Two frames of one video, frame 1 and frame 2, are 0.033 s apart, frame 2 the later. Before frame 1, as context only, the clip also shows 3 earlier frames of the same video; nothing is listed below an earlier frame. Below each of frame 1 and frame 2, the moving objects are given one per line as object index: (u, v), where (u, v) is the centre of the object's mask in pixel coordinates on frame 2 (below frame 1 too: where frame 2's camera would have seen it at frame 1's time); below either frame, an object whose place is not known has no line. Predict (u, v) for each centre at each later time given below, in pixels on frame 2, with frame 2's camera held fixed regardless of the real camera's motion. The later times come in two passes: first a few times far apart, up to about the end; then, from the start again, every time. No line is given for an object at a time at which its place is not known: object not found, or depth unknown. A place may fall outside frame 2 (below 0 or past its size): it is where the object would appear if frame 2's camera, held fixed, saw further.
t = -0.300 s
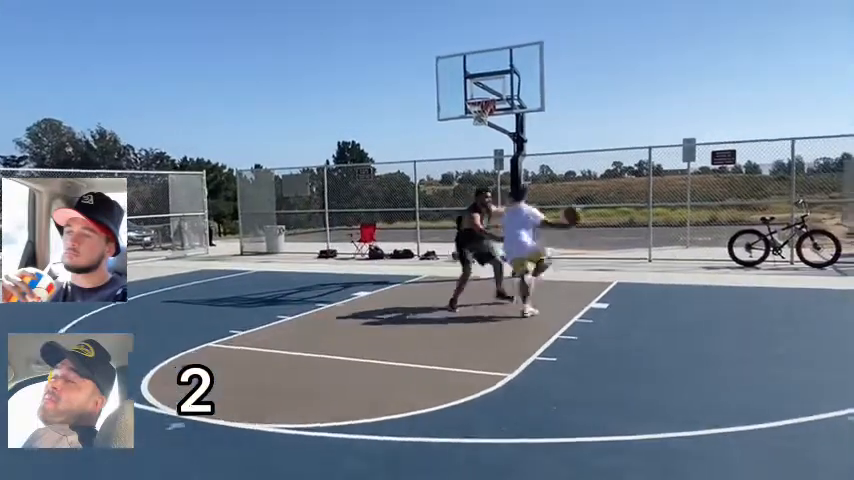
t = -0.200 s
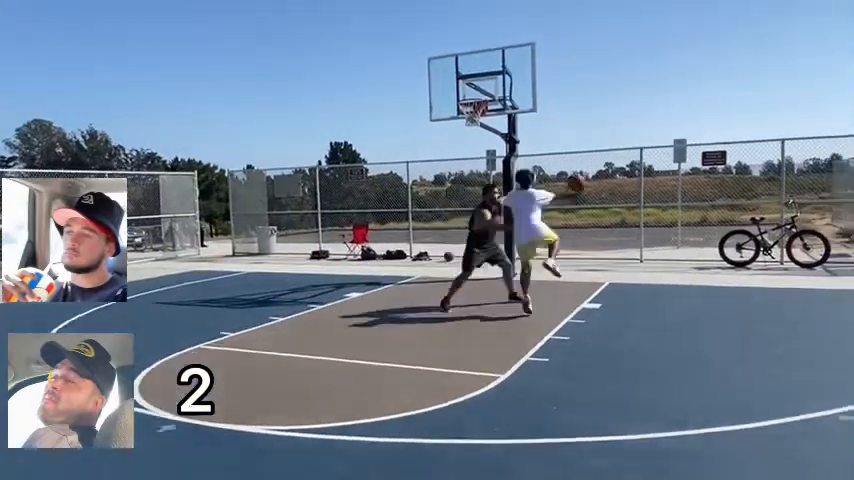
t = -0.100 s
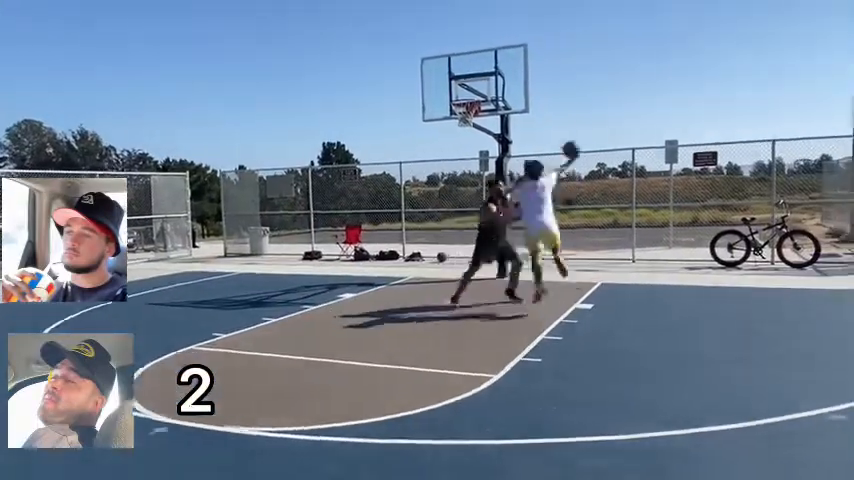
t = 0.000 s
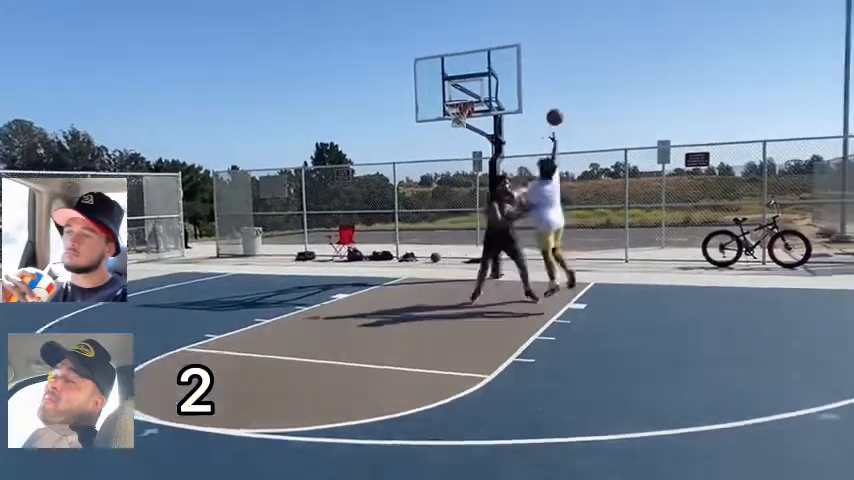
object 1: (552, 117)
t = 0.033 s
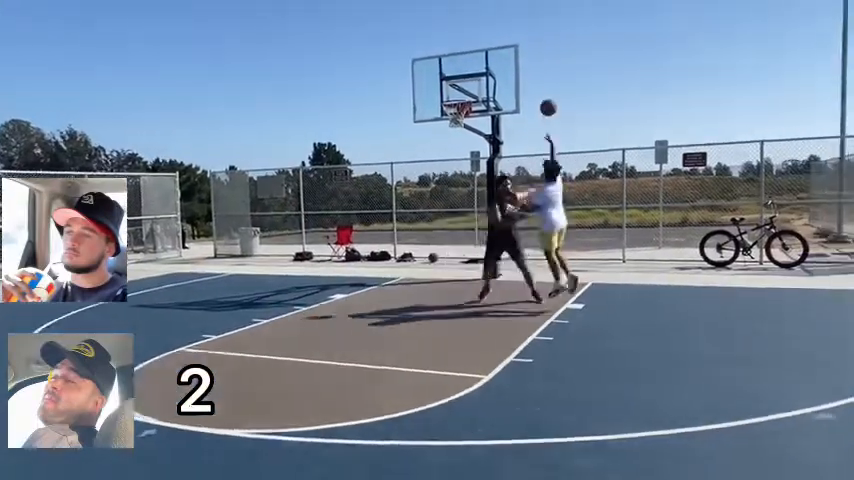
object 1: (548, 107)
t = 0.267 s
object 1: (517, 64)
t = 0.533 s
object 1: (487, 56)
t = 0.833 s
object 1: (452, 86)
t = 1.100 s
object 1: (437, 95)
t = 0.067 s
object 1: (543, 99)
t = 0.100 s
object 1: (539, 90)
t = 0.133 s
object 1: (534, 84)
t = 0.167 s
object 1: (530, 77)
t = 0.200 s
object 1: (526, 72)
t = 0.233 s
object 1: (522, 67)
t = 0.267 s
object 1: (517, 64)
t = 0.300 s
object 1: (514, 61)
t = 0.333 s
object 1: (510, 59)
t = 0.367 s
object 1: (505, 57)
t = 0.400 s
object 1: (503, 57)
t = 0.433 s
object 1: (498, 57)
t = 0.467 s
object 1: (495, 57)
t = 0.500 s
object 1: (491, 56)
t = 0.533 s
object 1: (487, 56)
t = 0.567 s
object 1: (483, 56)
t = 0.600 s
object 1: (479, 57)
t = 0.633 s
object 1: (476, 59)
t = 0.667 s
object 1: (472, 62)
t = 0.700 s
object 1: (468, 65)
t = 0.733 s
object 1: (464, 68)
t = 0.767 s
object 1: (460, 73)
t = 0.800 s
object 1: (456, 79)
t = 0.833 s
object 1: (452, 86)
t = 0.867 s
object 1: (449, 89)
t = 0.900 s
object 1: (449, 88)
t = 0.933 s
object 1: (447, 88)
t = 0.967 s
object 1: (445, 88)
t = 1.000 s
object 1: (444, 88)
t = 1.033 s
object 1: (440, 89)
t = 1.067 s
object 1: (439, 93)
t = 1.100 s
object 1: (437, 95)
